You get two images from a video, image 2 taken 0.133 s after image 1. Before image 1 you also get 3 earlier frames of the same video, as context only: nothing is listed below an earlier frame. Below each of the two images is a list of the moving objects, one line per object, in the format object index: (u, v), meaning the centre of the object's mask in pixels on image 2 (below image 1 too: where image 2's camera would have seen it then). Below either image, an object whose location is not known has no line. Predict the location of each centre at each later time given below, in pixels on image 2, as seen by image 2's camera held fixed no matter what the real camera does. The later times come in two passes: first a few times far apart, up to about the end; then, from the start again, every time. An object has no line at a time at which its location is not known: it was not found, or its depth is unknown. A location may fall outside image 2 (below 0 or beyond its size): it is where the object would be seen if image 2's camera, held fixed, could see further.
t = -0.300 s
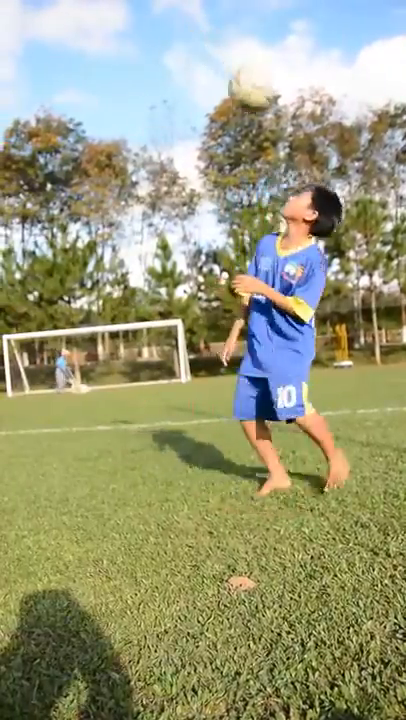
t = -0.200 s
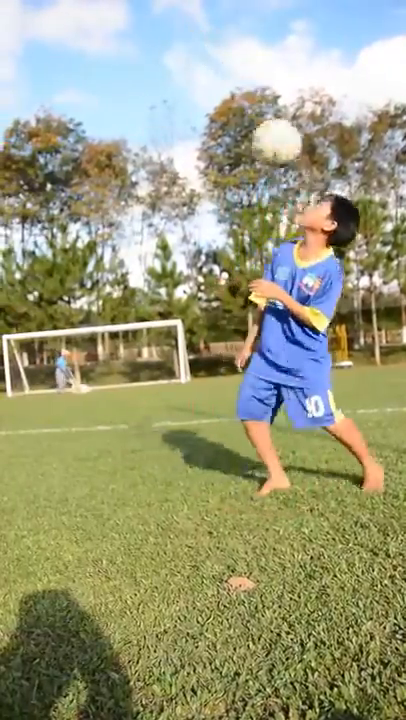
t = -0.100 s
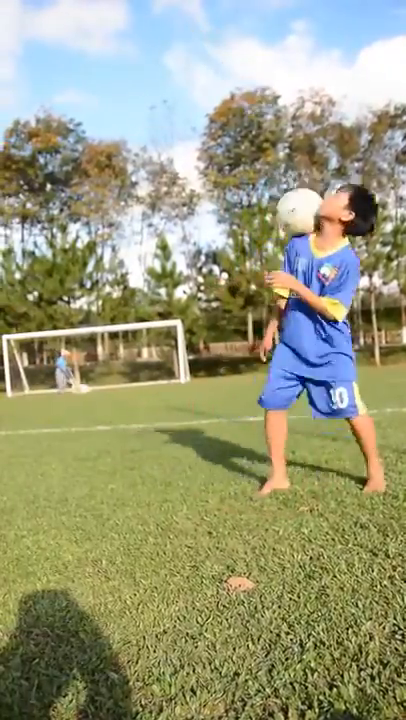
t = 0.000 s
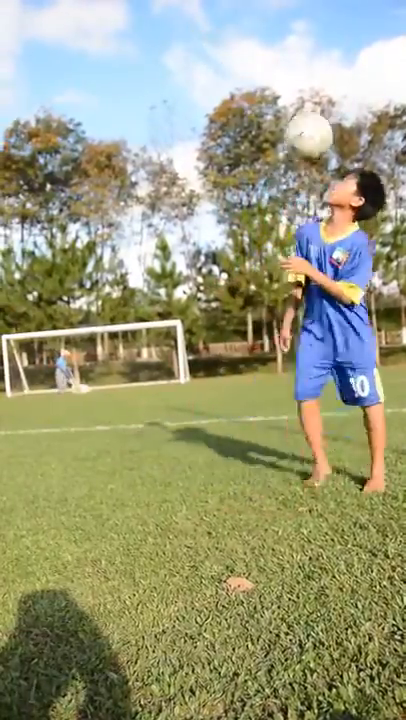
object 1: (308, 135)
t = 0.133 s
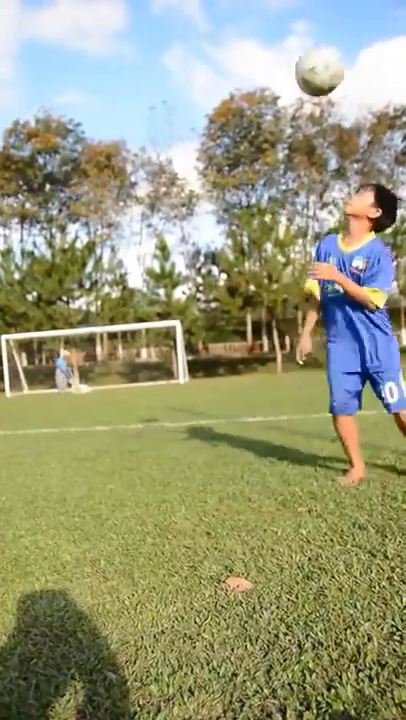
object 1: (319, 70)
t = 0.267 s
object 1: (335, 40)
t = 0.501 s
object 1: (371, 87)
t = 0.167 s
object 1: (323, 58)
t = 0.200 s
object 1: (327, 50)
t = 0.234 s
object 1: (331, 44)
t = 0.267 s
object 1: (335, 40)
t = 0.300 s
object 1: (339, 40)
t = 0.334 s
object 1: (344, 40)
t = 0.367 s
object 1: (349, 44)
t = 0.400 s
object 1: (355, 51)
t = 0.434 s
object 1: (360, 60)
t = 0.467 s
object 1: (366, 72)
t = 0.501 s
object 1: (371, 87)
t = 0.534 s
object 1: (377, 103)
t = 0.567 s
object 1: (384, 121)
